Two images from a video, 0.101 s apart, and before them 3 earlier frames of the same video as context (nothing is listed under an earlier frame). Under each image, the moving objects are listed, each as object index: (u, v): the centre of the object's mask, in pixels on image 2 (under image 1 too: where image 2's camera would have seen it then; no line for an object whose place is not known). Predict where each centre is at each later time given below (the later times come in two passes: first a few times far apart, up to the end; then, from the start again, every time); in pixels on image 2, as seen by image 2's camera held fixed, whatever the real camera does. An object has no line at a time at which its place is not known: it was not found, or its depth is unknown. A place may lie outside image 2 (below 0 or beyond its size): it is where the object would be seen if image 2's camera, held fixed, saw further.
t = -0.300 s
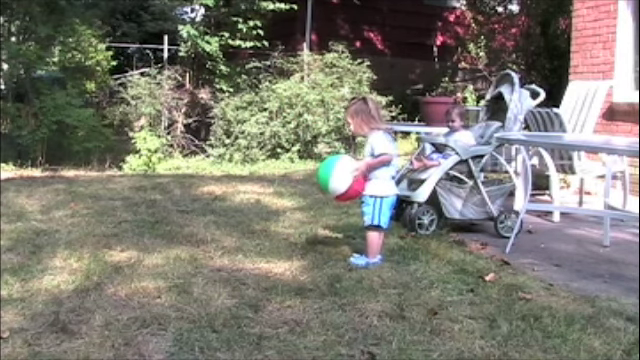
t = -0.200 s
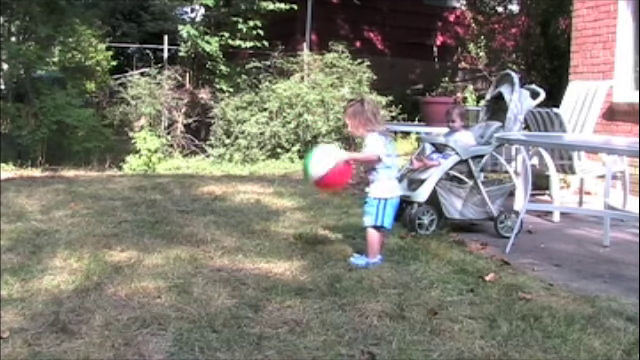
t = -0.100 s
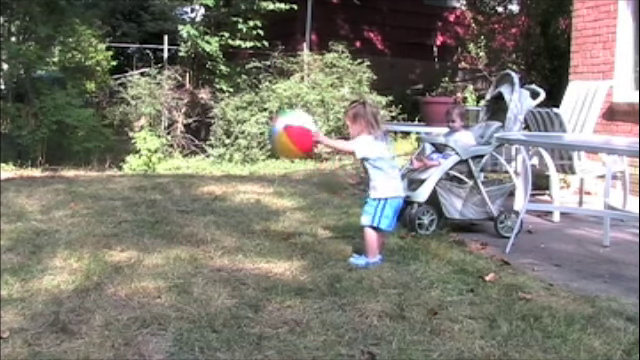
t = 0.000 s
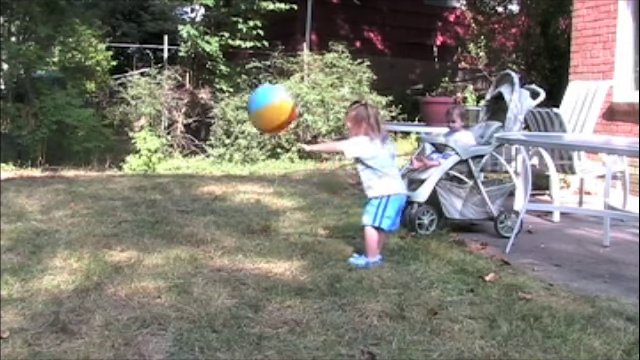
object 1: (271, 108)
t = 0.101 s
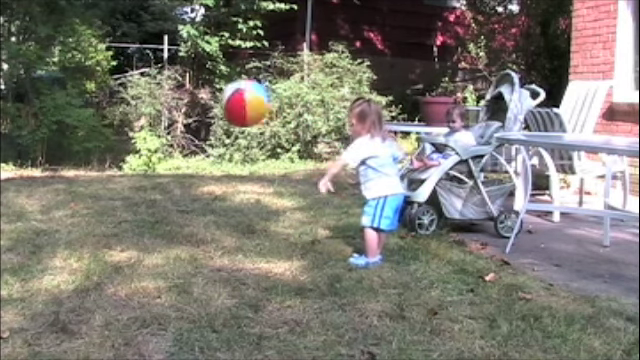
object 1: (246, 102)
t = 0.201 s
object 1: (219, 109)
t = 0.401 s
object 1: (174, 159)
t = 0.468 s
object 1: (157, 186)
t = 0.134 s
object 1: (235, 103)
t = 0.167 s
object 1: (228, 105)
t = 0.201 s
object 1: (219, 109)
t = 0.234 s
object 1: (212, 114)
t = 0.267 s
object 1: (204, 120)
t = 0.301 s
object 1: (197, 128)
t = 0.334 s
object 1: (189, 137)
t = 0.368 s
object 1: (182, 148)
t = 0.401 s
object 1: (174, 159)
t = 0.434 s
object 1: (166, 173)
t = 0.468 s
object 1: (157, 186)
